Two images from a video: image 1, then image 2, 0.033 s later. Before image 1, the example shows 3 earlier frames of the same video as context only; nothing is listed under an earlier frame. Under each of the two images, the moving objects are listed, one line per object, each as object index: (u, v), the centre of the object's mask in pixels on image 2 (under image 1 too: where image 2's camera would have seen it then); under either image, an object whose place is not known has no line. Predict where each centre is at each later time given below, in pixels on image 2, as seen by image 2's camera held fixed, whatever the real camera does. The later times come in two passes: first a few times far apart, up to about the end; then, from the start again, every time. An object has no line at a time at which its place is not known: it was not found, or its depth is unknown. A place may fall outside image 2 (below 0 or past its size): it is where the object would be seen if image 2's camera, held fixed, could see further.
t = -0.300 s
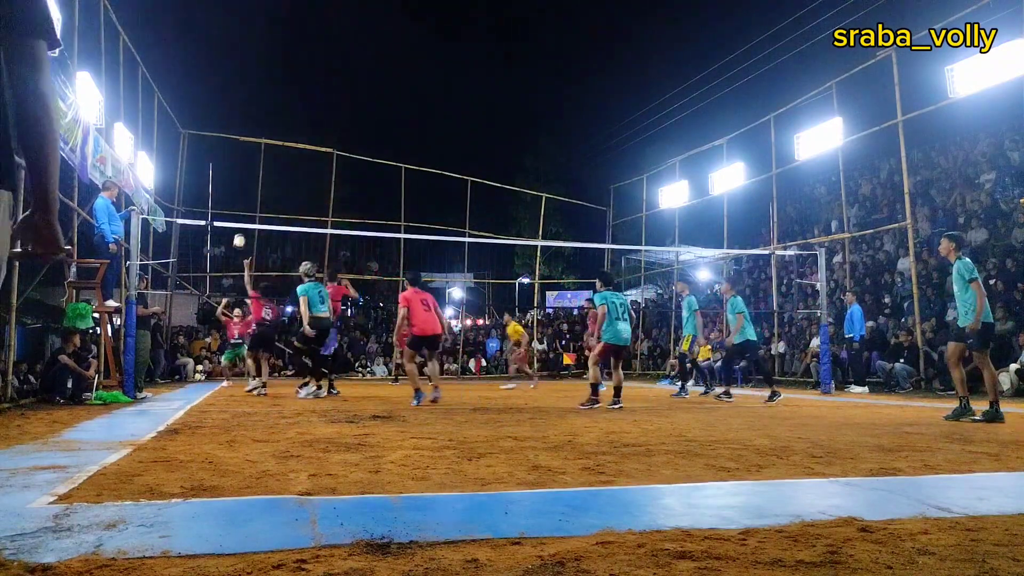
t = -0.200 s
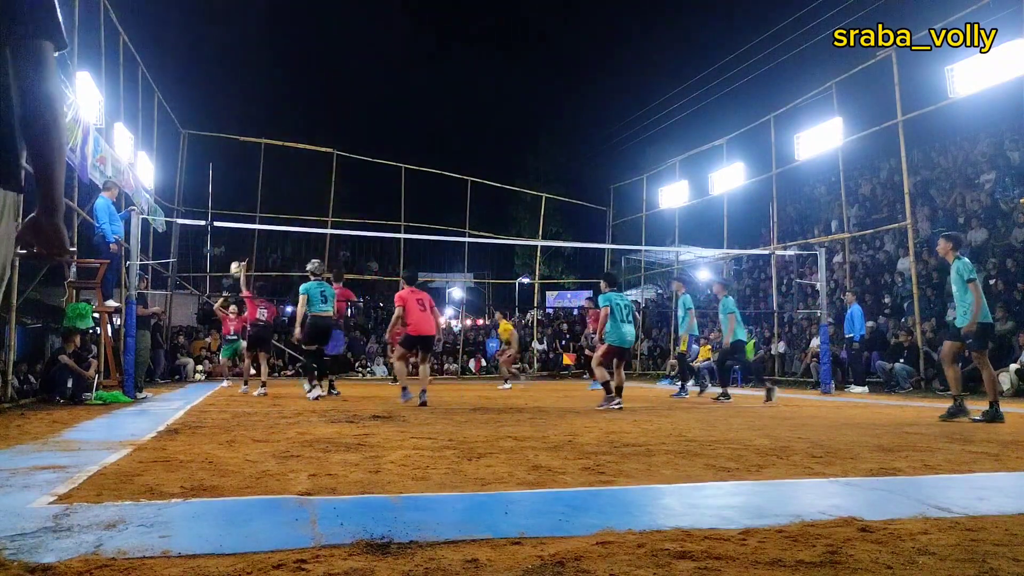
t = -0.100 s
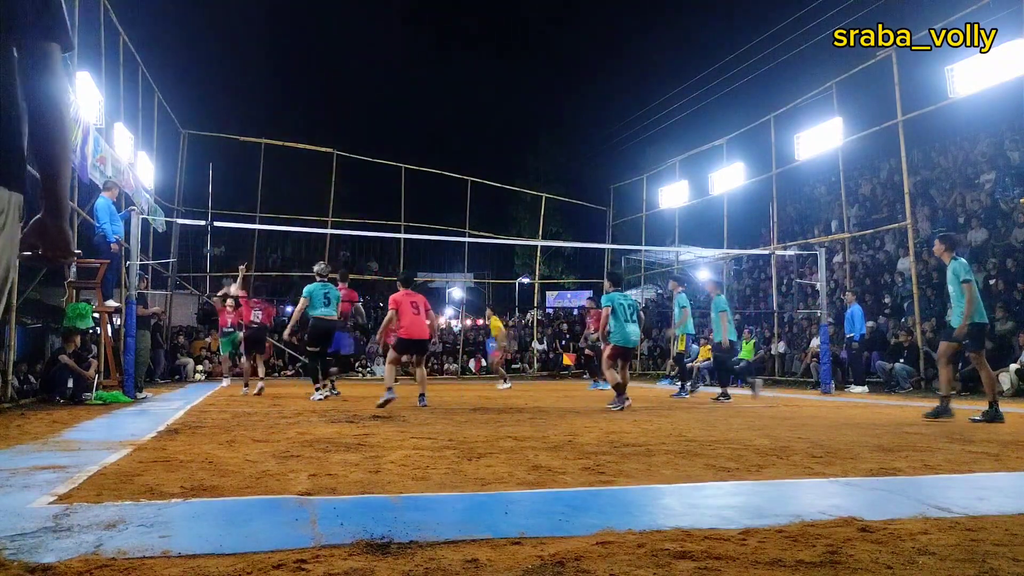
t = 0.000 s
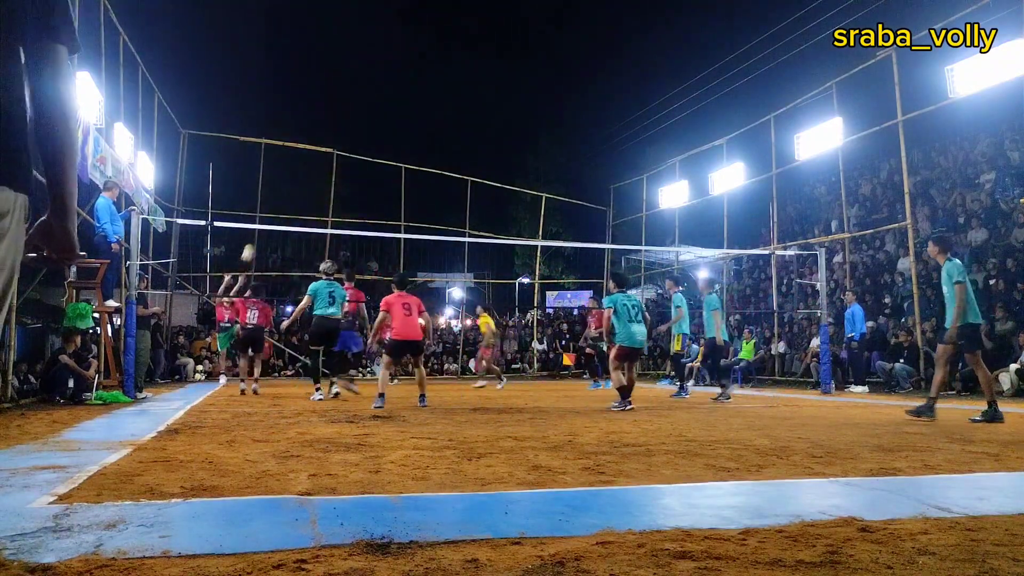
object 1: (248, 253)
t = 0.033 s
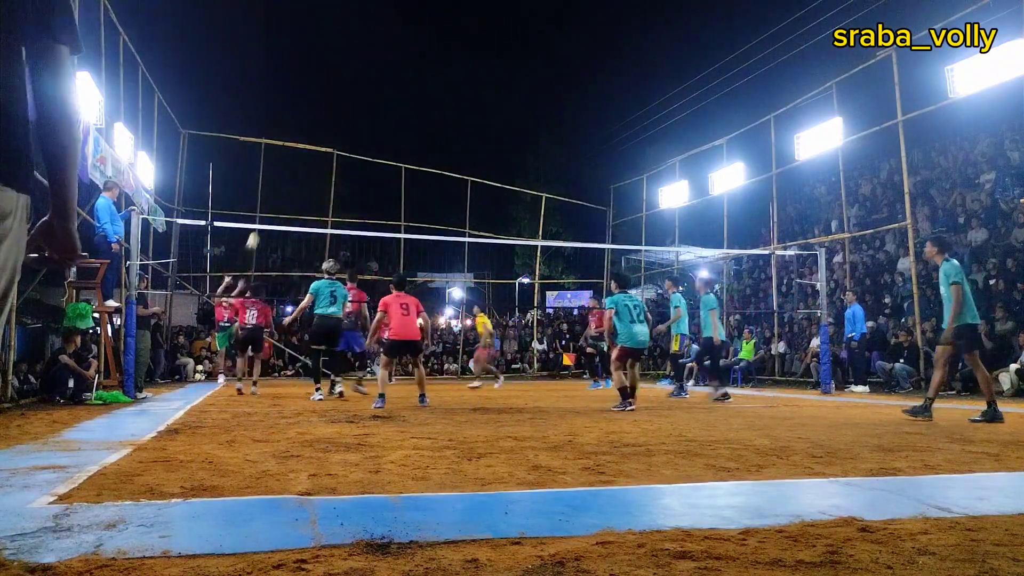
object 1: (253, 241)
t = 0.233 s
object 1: (282, 181)
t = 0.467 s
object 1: (315, 137)
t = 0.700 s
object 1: (347, 119)
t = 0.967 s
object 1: (382, 133)
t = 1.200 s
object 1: (413, 174)
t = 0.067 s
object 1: (257, 230)
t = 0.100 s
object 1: (263, 217)
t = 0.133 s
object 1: (267, 208)
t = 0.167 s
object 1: (272, 198)
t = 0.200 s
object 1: (277, 189)
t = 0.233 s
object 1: (282, 181)
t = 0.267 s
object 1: (287, 173)
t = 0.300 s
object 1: (291, 165)
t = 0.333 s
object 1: (296, 158)
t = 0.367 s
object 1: (301, 152)
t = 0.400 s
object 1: (305, 146)
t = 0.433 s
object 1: (310, 140)
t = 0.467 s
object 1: (315, 137)
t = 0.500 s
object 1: (319, 132)
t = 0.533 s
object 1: (324, 129)
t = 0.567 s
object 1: (329, 126)
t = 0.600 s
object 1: (333, 123)
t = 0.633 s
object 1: (338, 122)
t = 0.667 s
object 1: (342, 120)
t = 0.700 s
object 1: (347, 119)
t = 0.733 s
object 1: (351, 119)
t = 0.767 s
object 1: (356, 120)
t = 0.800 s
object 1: (360, 120)
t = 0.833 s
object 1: (364, 122)
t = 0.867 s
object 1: (369, 124)
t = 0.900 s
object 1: (373, 126)
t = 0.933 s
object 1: (378, 129)
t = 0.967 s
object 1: (382, 133)
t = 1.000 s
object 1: (387, 137)
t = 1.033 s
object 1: (391, 142)
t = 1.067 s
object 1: (395, 147)
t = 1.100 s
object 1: (400, 153)
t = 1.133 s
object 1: (404, 159)
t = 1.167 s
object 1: (408, 166)
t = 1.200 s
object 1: (413, 174)
